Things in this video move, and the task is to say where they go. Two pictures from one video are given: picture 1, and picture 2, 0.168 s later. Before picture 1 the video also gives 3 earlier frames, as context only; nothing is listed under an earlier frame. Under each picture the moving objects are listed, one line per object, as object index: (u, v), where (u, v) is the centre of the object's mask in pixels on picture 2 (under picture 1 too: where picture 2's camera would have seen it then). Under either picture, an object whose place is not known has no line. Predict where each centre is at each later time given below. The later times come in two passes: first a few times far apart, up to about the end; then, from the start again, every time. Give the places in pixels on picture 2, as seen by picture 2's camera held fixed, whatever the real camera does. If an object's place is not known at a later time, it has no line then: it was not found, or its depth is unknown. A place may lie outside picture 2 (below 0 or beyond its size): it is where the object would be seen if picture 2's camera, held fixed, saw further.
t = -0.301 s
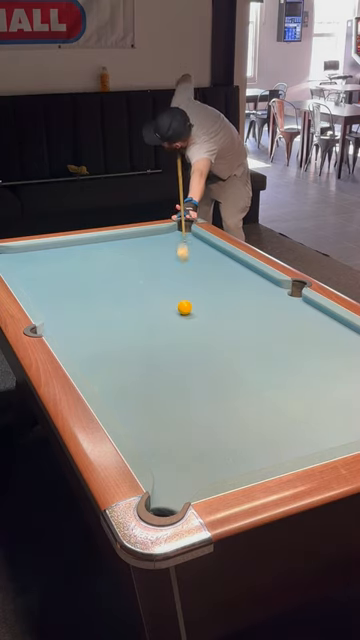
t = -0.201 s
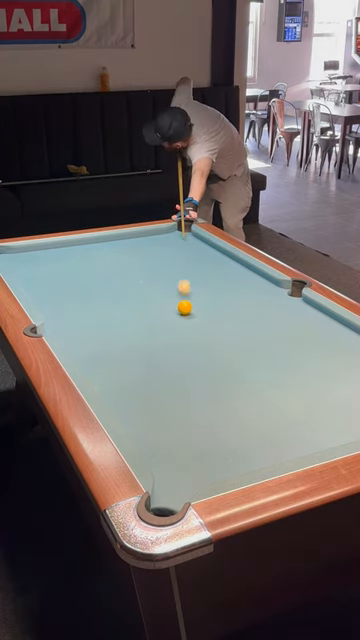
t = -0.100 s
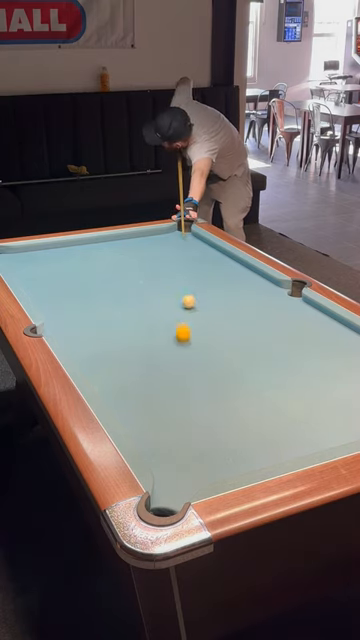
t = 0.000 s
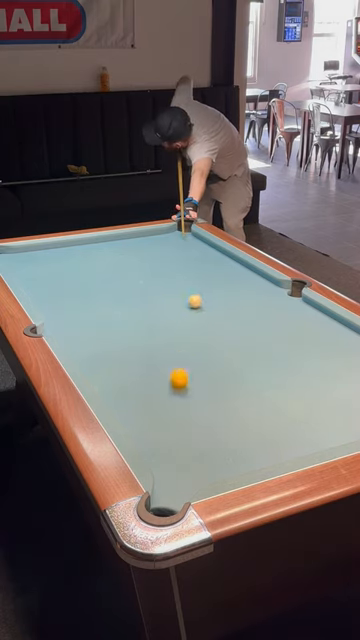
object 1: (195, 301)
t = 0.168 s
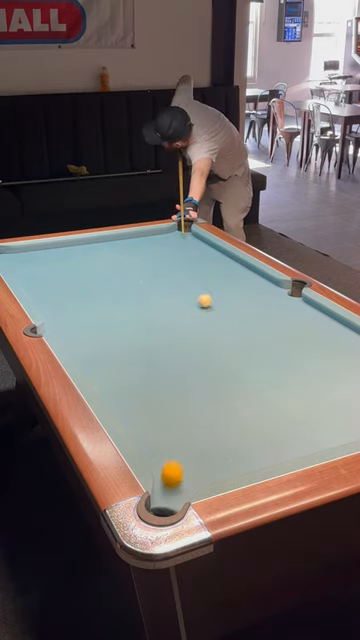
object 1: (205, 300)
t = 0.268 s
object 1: (210, 301)
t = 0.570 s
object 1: (225, 300)
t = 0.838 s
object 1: (236, 299)
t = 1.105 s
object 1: (245, 299)
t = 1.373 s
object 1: (252, 298)
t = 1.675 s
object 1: (257, 297)
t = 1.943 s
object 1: (260, 297)
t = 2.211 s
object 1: (261, 297)
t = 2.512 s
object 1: (261, 297)
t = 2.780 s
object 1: (261, 297)
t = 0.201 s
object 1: (206, 301)
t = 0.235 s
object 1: (208, 300)
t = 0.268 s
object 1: (210, 301)
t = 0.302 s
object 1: (212, 301)
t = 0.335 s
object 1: (214, 300)
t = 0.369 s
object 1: (215, 300)
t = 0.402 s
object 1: (217, 300)
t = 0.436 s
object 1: (219, 300)
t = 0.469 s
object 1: (220, 300)
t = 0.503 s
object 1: (222, 300)
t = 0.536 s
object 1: (223, 300)
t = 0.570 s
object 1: (225, 300)
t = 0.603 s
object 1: (227, 299)
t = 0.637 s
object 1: (228, 299)
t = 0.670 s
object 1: (229, 299)
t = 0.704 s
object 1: (231, 299)
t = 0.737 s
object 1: (232, 299)
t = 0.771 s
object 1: (234, 299)
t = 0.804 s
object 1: (235, 299)
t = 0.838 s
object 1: (236, 299)
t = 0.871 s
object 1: (237, 299)
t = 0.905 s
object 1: (239, 299)
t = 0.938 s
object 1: (240, 298)
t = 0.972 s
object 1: (241, 299)
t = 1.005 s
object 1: (242, 298)
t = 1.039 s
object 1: (243, 298)
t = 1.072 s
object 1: (244, 298)
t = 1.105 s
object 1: (245, 299)
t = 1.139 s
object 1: (245, 299)
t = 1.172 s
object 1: (247, 298)
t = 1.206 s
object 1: (247, 298)
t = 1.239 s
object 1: (248, 298)
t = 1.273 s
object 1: (249, 298)
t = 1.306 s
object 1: (250, 298)
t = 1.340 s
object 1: (251, 298)
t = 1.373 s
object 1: (252, 298)
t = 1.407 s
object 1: (253, 298)
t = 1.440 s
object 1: (253, 298)
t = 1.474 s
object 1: (253, 298)
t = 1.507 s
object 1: (254, 298)
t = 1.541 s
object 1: (255, 298)
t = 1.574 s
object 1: (255, 298)
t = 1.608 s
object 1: (255, 297)
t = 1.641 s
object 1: (256, 297)
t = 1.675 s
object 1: (257, 297)
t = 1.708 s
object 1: (258, 297)
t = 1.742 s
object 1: (258, 297)
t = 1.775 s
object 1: (258, 297)
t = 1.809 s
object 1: (259, 297)
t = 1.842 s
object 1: (259, 297)
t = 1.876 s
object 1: (260, 297)
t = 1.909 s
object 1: (260, 297)
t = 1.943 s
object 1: (260, 297)
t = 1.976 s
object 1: (260, 297)
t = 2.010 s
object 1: (260, 297)
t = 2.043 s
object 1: (260, 297)
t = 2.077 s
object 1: (260, 297)
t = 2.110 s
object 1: (261, 297)
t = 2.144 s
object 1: (261, 297)
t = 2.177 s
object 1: (261, 297)
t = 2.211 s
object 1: (261, 297)
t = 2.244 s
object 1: (261, 297)
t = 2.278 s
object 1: (261, 297)
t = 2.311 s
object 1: (261, 297)
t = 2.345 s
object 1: (261, 297)
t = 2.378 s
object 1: (261, 297)
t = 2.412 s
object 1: (261, 297)
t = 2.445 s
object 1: (261, 297)
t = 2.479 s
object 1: (261, 297)
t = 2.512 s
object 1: (261, 297)
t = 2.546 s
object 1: (261, 297)
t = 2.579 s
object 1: (261, 297)
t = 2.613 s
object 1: (261, 297)
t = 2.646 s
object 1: (261, 297)
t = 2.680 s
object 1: (261, 297)
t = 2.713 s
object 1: (261, 297)
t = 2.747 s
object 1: (261, 297)
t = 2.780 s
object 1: (261, 297)
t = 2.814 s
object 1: (261, 297)
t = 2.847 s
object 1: (261, 297)
